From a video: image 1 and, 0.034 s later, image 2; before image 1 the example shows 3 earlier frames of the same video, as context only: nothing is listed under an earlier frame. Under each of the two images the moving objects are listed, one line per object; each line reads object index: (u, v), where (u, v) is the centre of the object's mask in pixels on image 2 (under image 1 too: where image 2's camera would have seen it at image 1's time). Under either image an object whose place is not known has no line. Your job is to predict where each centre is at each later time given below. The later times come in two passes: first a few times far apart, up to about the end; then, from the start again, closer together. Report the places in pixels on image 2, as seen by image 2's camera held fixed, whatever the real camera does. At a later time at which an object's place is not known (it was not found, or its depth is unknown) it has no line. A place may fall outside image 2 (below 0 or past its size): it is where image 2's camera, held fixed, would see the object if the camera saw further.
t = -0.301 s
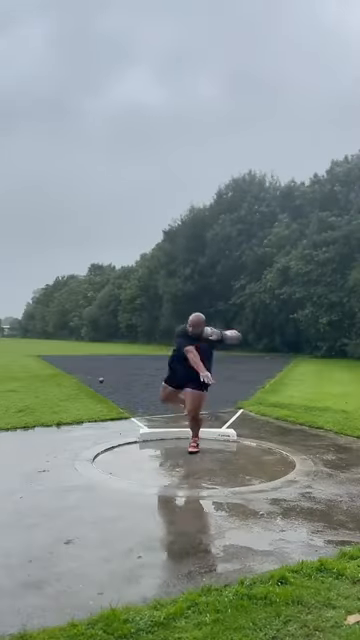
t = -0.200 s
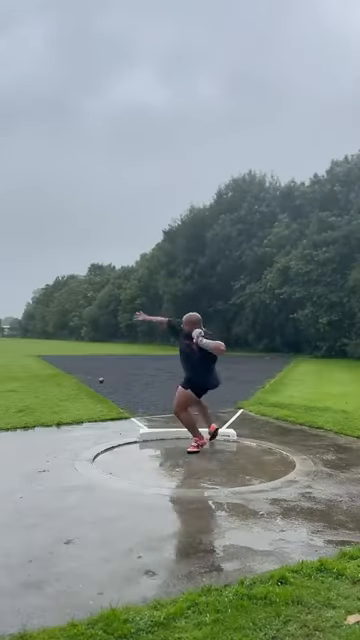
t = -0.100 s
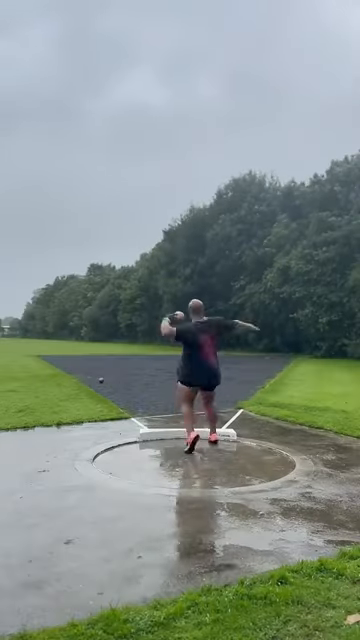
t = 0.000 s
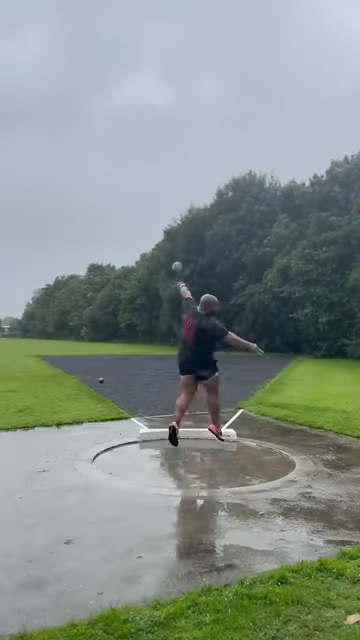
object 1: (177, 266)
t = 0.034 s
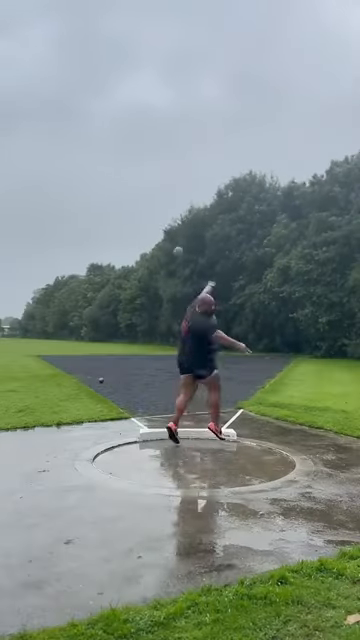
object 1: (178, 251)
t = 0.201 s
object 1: (182, 201)
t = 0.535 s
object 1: (185, 175)
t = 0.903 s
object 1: (187, 200)
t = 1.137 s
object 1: (188, 229)
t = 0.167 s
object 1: (181, 208)
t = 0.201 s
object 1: (182, 201)
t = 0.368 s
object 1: (184, 180)
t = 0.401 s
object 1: (184, 177)
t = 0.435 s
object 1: (185, 176)
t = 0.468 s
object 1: (185, 175)
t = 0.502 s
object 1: (185, 175)
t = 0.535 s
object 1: (185, 175)
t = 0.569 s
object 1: (185, 176)
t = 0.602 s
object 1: (186, 178)
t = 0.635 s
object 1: (186, 179)
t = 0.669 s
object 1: (186, 181)
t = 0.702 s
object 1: (186, 183)
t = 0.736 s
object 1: (187, 185)
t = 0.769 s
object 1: (187, 187)
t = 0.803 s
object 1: (187, 190)
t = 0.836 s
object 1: (188, 194)
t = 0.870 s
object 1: (187, 197)
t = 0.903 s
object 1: (187, 200)
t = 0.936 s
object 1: (188, 205)
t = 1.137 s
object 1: (188, 229)
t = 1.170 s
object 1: (188, 234)
